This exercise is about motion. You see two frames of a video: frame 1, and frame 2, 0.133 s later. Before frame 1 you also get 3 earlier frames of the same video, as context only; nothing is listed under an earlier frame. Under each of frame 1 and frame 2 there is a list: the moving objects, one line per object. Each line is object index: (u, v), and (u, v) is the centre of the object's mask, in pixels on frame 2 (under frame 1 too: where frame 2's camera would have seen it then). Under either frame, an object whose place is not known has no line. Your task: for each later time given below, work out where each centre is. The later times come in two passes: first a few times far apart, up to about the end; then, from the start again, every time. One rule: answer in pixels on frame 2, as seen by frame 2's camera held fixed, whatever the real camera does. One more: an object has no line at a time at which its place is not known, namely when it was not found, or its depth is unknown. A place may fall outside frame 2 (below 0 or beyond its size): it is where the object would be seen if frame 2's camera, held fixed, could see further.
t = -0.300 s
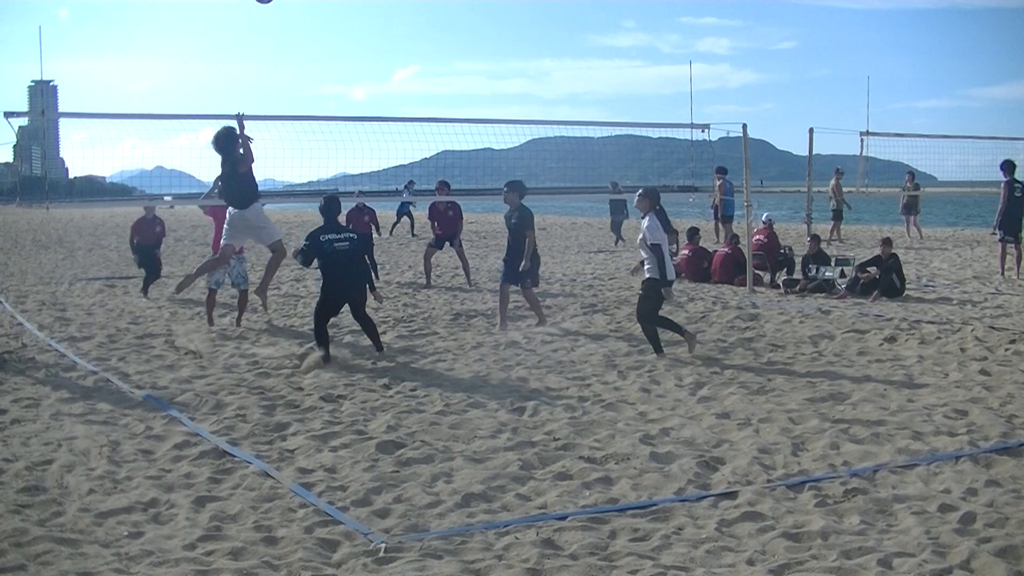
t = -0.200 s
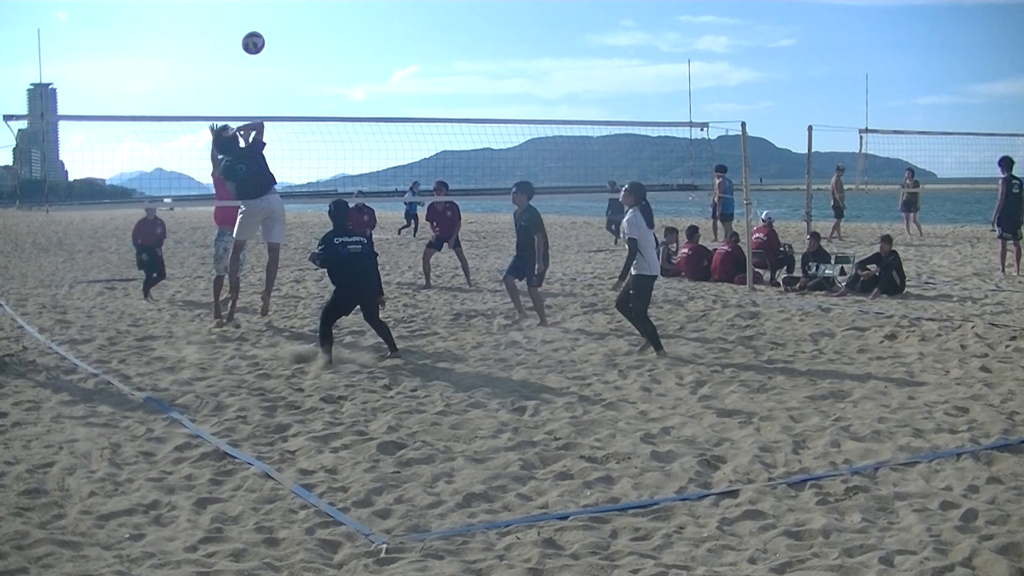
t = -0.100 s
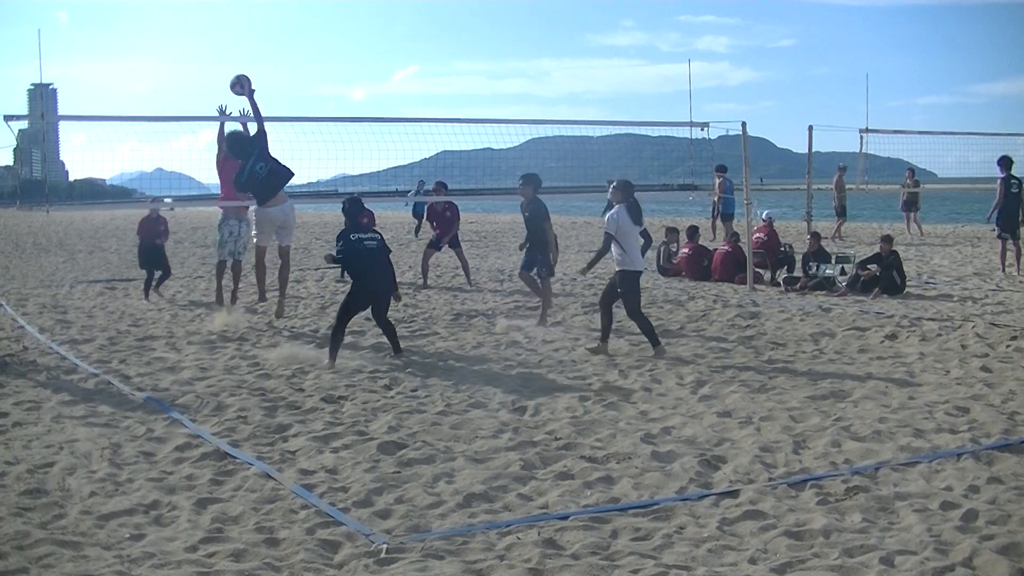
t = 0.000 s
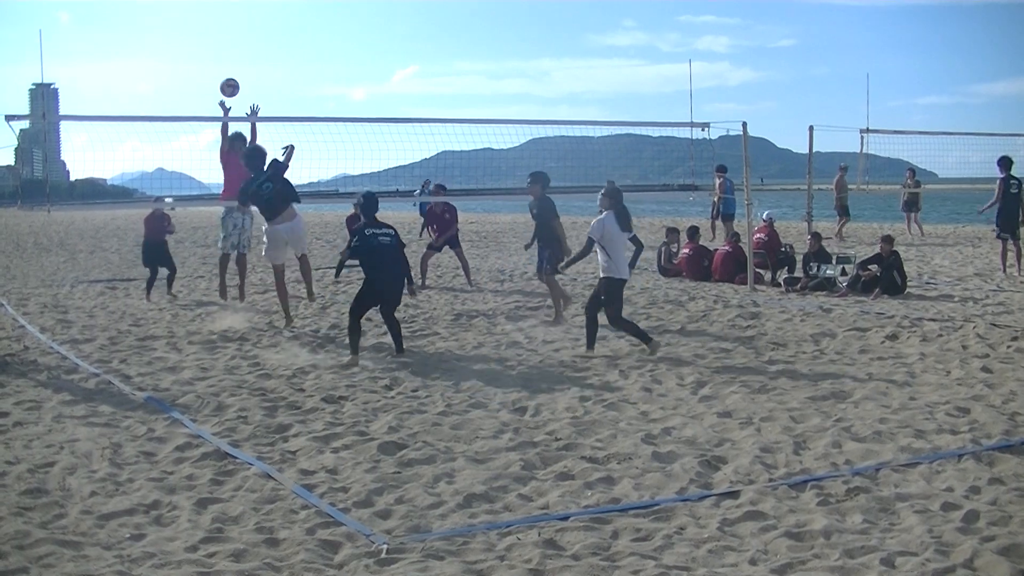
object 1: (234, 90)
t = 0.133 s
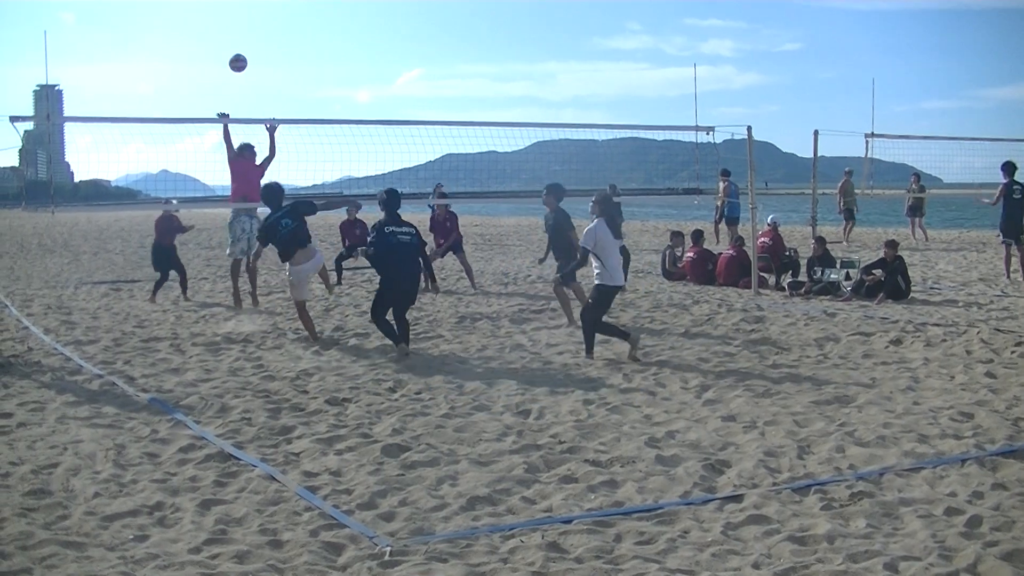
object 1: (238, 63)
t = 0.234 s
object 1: (240, 55)
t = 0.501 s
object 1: (241, 79)
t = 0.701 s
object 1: (238, 130)
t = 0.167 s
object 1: (239, 59)
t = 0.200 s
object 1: (239, 57)
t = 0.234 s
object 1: (240, 55)
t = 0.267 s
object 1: (240, 55)
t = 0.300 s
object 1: (241, 56)
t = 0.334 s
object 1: (241, 58)
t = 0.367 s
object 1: (241, 60)
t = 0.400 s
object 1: (242, 64)
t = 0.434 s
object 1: (241, 68)
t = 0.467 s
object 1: (241, 73)
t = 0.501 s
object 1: (241, 79)
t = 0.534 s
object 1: (241, 86)
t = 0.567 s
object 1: (240, 93)
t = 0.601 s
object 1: (240, 101)
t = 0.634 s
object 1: (239, 110)
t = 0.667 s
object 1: (239, 119)
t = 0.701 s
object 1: (238, 130)
